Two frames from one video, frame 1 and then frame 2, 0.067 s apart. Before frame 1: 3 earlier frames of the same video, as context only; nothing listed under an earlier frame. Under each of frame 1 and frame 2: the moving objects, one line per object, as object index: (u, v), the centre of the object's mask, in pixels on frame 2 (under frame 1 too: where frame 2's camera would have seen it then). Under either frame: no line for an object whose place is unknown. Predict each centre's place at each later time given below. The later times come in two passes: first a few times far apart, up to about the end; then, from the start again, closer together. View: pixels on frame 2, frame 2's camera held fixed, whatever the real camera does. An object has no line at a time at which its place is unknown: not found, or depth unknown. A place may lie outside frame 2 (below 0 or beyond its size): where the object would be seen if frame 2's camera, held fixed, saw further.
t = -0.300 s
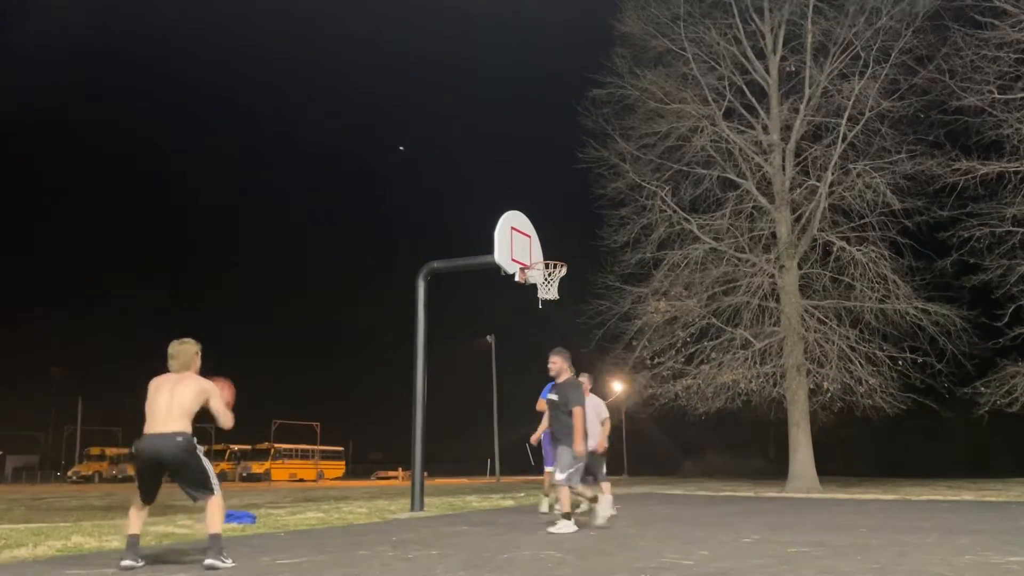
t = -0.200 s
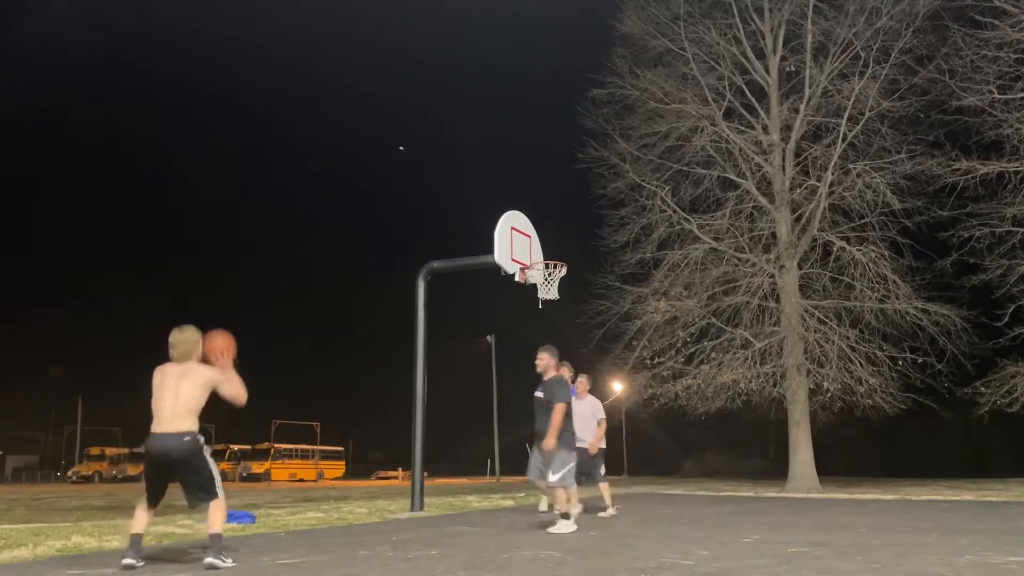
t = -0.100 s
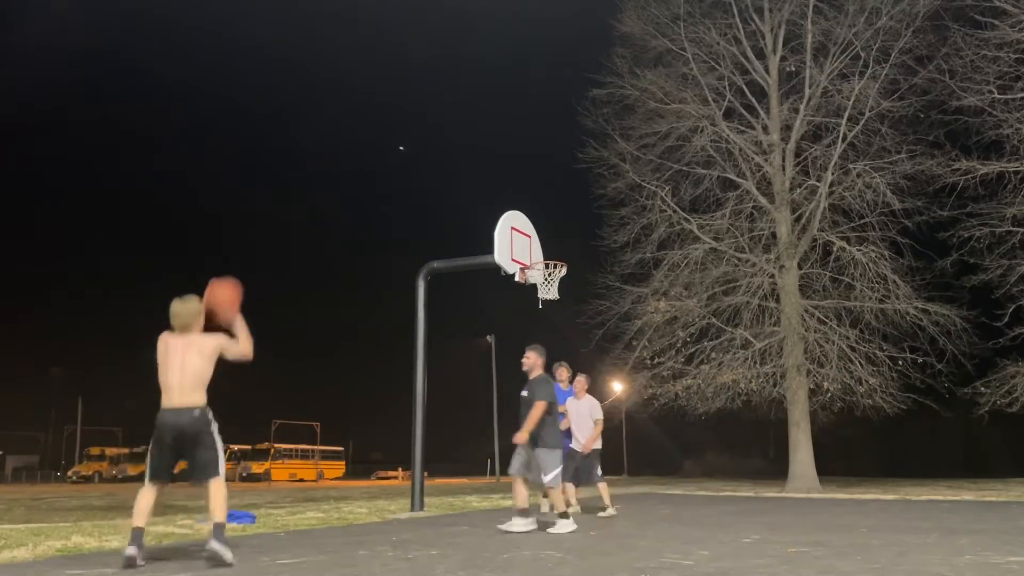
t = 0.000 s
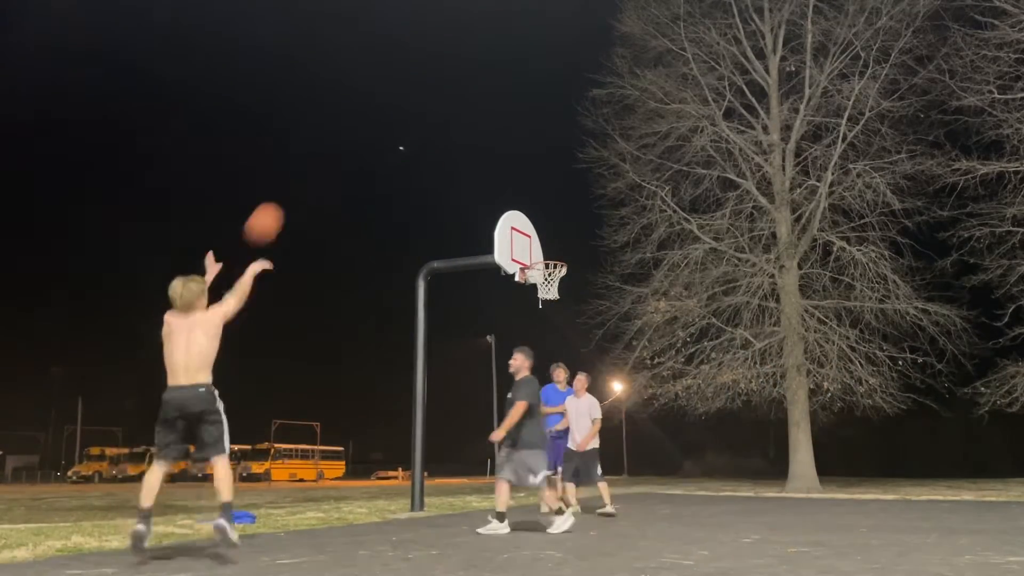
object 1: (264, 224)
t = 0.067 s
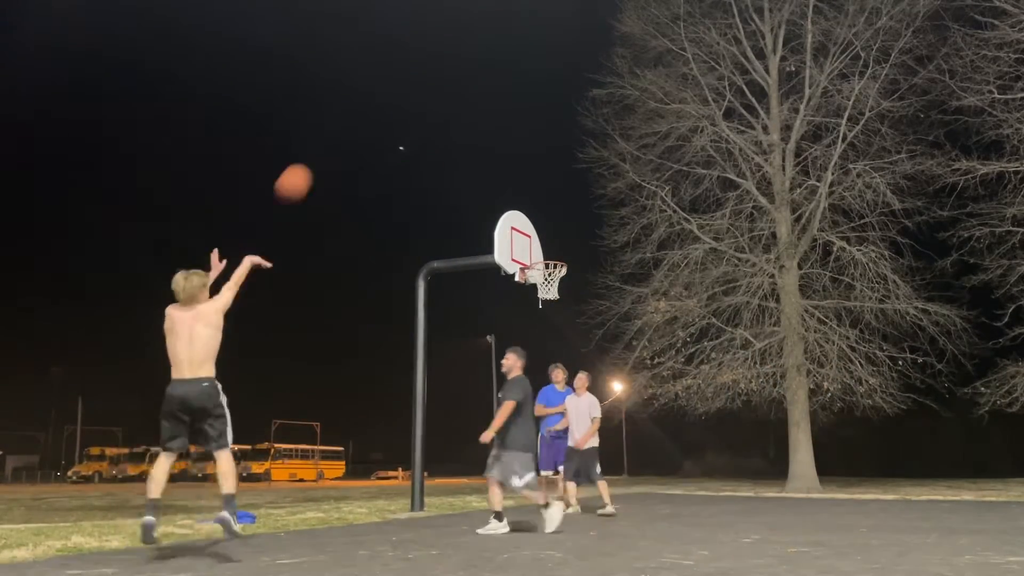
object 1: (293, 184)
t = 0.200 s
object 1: (344, 128)
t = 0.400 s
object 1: (403, 92)
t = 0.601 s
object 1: (452, 98)
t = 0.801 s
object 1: (491, 134)
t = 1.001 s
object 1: (526, 194)
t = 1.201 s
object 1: (552, 266)
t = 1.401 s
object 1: (539, 284)
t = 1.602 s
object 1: (551, 305)
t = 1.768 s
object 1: (560, 348)
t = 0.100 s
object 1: (307, 166)
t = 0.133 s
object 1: (320, 152)
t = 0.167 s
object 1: (332, 139)
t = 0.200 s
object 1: (344, 128)
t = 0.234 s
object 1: (355, 118)
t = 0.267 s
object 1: (365, 111)
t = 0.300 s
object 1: (375, 104)
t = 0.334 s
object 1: (385, 99)
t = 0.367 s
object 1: (395, 95)
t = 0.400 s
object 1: (403, 92)
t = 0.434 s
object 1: (412, 90)
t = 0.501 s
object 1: (428, 91)
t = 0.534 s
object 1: (436, 92)
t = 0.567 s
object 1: (444, 95)
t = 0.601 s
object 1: (452, 98)
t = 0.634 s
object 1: (459, 102)
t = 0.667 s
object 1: (465, 107)
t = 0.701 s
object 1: (472, 112)
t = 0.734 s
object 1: (479, 119)
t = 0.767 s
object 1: (485, 126)
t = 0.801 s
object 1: (491, 134)
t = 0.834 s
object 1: (498, 142)
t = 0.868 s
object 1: (503, 151)
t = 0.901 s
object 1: (509, 161)
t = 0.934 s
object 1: (515, 171)
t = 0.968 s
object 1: (520, 183)
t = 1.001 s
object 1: (526, 194)
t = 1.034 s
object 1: (531, 206)
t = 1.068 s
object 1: (537, 218)
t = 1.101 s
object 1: (542, 231)
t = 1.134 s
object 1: (547, 244)
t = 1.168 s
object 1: (552, 256)
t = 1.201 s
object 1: (552, 266)
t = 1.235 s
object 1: (547, 270)
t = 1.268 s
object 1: (540, 276)
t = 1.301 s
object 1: (539, 275)
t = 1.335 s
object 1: (538, 277)
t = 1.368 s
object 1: (539, 281)
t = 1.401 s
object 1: (539, 284)
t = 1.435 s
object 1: (542, 285)
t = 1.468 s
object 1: (544, 287)
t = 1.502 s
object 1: (545, 290)
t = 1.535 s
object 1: (547, 295)
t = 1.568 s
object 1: (549, 299)
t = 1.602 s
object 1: (551, 305)
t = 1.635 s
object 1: (552, 311)
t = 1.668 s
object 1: (554, 319)
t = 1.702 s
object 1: (556, 328)
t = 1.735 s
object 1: (558, 337)
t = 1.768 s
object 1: (560, 348)
